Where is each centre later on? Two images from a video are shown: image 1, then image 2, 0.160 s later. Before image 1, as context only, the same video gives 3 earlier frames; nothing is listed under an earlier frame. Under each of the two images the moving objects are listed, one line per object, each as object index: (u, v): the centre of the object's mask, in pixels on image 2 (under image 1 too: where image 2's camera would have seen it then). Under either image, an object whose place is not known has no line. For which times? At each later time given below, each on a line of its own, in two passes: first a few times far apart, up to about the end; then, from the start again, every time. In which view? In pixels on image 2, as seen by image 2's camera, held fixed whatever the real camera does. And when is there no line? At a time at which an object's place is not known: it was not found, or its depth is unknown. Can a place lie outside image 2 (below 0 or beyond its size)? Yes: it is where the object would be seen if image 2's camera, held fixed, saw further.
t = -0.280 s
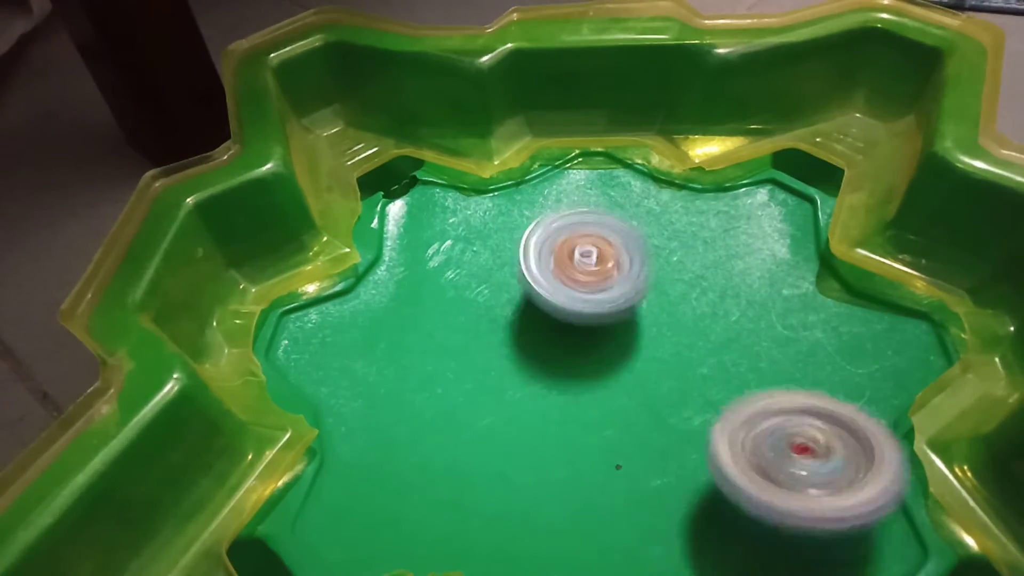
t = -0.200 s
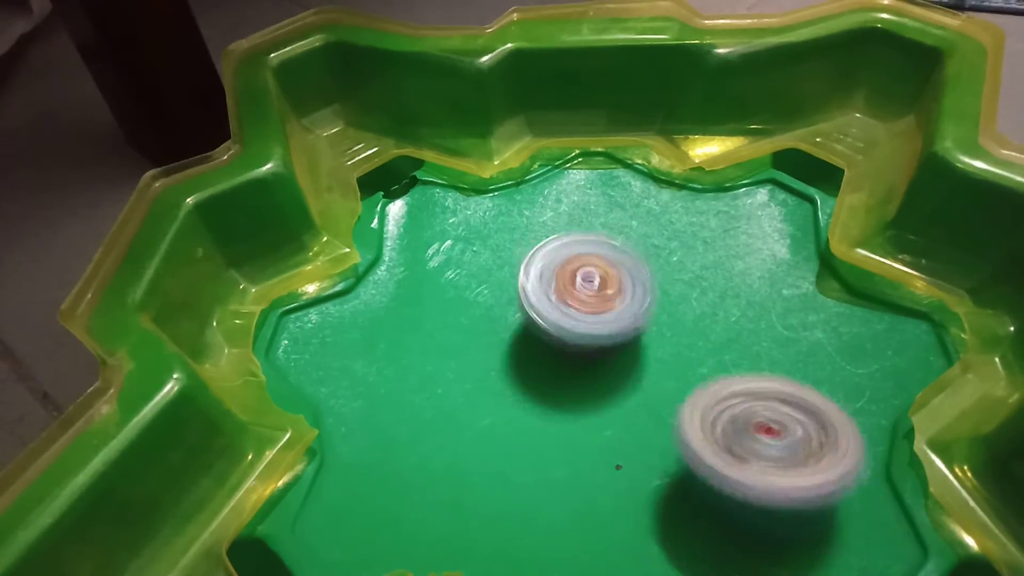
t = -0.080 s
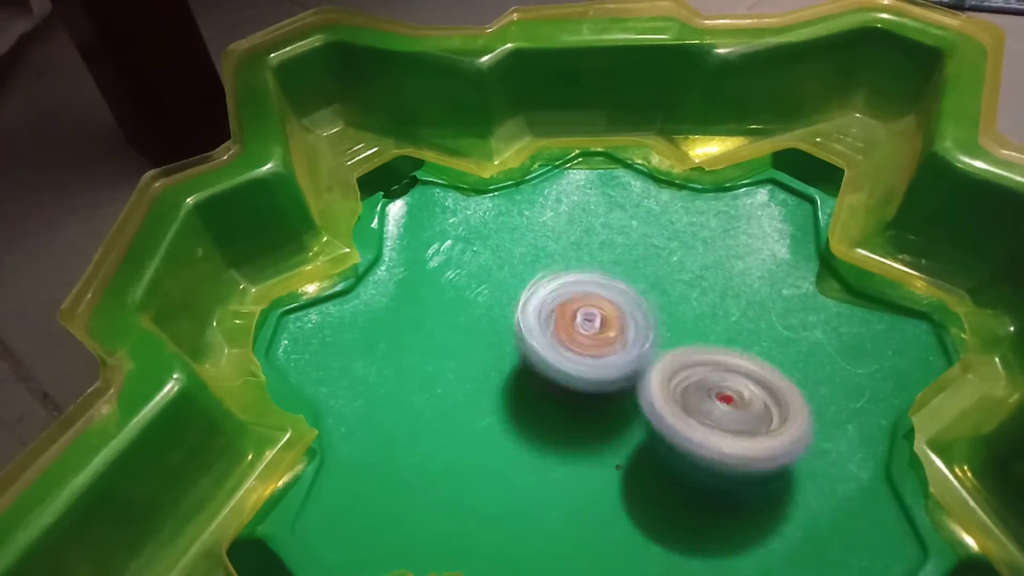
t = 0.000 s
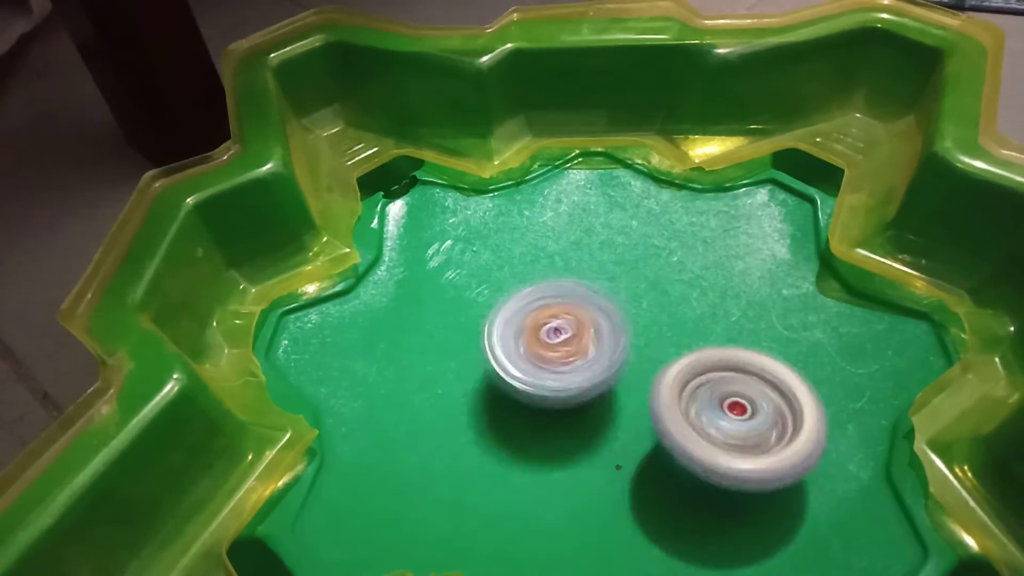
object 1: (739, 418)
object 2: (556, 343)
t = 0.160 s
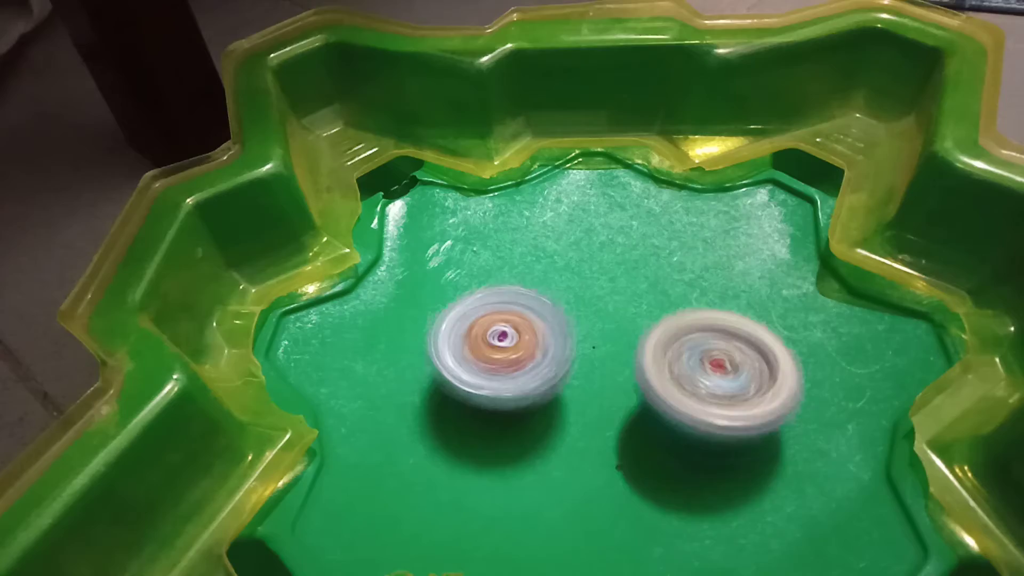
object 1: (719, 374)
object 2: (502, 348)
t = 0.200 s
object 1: (713, 360)
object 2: (492, 345)
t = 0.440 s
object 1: (678, 292)
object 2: (515, 328)
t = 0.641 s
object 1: (715, 244)
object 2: (471, 355)
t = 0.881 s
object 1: (764, 223)
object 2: (435, 418)
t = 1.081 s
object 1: (729, 251)
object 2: (486, 430)
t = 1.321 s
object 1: (662, 282)
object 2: (580, 400)
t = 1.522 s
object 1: (660, 245)
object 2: (560, 433)
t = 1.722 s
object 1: (635, 208)
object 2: (546, 407)
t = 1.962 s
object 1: (597, 208)
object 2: (597, 349)
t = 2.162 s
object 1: (567, 218)
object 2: (635, 367)
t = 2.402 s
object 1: (537, 265)
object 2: (620, 393)
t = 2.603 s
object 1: (509, 287)
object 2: (594, 404)
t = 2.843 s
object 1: (455, 310)
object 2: (583, 385)
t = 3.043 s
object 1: (424, 330)
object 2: (629, 372)
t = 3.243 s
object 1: (465, 352)
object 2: (653, 365)
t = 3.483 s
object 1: (464, 371)
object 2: (666, 338)
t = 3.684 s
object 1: (494, 384)
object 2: (673, 303)
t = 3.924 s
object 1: (548, 395)
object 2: (637, 281)
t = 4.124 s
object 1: (569, 421)
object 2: (604, 275)
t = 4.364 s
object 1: (614, 435)
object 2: (585, 306)
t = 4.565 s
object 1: (633, 522)
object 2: (554, 246)
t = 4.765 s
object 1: (637, 485)
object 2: (548, 249)
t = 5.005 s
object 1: (592, 406)
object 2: (548, 258)
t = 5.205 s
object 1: (563, 391)
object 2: (554, 260)
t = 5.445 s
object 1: (592, 384)
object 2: (568, 265)
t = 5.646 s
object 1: (586, 412)
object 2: (588, 283)
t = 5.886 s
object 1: (594, 443)
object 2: (591, 305)
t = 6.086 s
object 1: (581, 428)
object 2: (587, 307)
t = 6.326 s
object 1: (596, 420)
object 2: (584, 301)
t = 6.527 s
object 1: (608, 416)
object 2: (581, 303)
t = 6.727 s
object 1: (605, 413)
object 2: (580, 303)
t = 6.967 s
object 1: (605, 413)
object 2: (580, 303)
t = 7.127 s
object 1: (605, 413)
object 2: (580, 303)
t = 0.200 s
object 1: (713, 360)
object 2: (492, 345)
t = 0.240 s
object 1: (707, 349)
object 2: (488, 341)
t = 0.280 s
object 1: (702, 336)
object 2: (487, 338)
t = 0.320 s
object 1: (695, 325)
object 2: (489, 334)
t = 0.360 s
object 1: (690, 314)
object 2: (496, 329)
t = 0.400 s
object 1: (684, 302)
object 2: (504, 327)
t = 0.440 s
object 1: (678, 292)
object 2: (515, 328)
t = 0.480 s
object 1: (674, 281)
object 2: (530, 329)
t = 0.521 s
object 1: (685, 268)
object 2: (524, 341)
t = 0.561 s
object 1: (703, 257)
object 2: (498, 336)
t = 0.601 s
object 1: (711, 250)
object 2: (478, 346)
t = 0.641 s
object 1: (715, 244)
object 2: (471, 355)
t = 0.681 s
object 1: (719, 239)
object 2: (462, 361)
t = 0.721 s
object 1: (724, 233)
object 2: (453, 374)
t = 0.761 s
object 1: (734, 228)
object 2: (446, 383)
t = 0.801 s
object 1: (744, 224)
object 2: (441, 395)
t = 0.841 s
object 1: (756, 222)
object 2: (436, 408)
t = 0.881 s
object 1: (764, 223)
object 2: (435, 418)
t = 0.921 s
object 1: (759, 225)
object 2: (437, 422)
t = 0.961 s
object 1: (753, 231)
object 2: (443, 426)
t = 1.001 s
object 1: (747, 237)
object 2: (453, 429)
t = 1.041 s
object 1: (738, 245)
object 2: (467, 432)
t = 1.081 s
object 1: (729, 251)
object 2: (486, 430)
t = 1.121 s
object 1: (719, 258)
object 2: (503, 428)
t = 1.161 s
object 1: (707, 265)
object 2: (522, 425)
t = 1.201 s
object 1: (697, 270)
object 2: (535, 419)
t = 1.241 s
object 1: (685, 276)
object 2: (549, 414)
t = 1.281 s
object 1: (674, 279)
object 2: (565, 407)
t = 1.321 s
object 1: (662, 282)
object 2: (580, 400)
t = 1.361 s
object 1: (652, 282)
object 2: (585, 401)
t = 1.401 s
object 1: (660, 264)
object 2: (577, 418)
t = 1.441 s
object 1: (666, 251)
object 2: (573, 421)
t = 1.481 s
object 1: (665, 247)
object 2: (567, 429)
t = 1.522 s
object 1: (660, 245)
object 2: (560, 433)
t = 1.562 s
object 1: (653, 238)
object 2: (552, 433)
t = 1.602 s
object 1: (646, 232)
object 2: (546, 430)
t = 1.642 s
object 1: (642, 225)
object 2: (544, 426)
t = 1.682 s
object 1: (638, 216)
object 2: (542, 417)
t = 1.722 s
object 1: (635, 208)
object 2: (546, 407)
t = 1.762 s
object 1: (630, 201)
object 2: (552, 398)
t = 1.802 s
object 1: (624, 195)
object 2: (560, 387)
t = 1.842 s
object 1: (617, 193)
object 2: (569, 378)
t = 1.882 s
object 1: (610, 195)
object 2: (579, 367)
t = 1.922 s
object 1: (603, 200)
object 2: (586, 360)
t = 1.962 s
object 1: (597, 208)
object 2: (597, 349)
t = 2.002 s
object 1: (592, 216)
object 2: (603, 343)
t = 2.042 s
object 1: (588, 217)
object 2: (614, 343)
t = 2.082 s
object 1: (583, 213)
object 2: (621, 352)
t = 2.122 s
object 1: (575, 214)
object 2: (630, 359)
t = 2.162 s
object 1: (567, 218)
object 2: (635, 367)
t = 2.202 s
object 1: (561, 224)
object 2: (638, 373)
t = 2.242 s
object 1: (554, 231)
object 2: (639, 379)
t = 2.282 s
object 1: (550, 239)
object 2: (636, 385)
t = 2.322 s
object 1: (546, 248)
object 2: (634, 392)
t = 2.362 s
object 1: (536, 255)
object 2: (628, 394)
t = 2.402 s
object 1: (537, 265)
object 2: (620, 393)
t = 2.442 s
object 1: (532, 270)
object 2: (610, 390)
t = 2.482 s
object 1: (527, 277)
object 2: (602, 386)
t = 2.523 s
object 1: (521, 279)
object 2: (597, 388)
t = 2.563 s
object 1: (517, 280)
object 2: (598, 397)
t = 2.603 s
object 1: (509, 287)
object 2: (594, 404)
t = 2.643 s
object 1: (498, 290)
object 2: (593, 404)
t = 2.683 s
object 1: (488, 294)
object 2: (589, 404)
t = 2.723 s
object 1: (480, 299)
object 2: (587, 401)
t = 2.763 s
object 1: (471, 301)
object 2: (584, 398)
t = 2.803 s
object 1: (462, 306)
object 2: (583, 392)
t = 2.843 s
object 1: (455, 310)
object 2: (583, 385)
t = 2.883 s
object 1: (446, 317)
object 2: (587, 379)
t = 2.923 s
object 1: (438, 319)
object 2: (599, 376)
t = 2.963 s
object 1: (433, 322)
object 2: (610, 374)
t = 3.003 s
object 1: (426, 326)
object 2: (619, 373)
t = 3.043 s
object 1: (424, 330)
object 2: (629, 372)
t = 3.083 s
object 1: (427, 336)
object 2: (636, 370)
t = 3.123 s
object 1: (435, 339)
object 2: (644, 370)
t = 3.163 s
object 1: (442, 344)
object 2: (649, 368)
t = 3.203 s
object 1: (455, 348)
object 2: (653, 367)
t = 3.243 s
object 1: (465, 352)
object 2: (653, 365)
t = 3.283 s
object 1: (474, 355)
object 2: (654, 363)
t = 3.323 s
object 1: (484, 357)
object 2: (651, 358)
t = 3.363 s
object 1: (483, 355)
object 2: (653, 357)
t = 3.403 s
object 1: (474, 360)
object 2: (657, 349)
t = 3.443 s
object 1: (468, 365)
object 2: (660, 346)
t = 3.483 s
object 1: (464, 371)
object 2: (666, 338)
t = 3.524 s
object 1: (464, 377)
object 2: (672, 327)
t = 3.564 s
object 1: (469, 382)
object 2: (675, 322)
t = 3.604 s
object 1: (476, 383)
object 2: (677, 314)
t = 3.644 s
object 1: (487, 386)
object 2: (674, 307)
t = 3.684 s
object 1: (494, 384)
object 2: (673, 303)
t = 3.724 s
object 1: (510, 385)
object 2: (670, 297)
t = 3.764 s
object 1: (519, 386)
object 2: (664, 293)
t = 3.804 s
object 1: (527, 386)
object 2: (659, 290)
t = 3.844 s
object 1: (538, 385)
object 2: (650, 288)
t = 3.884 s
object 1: (549, 386)
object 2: (646, 288)
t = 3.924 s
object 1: (548, 395)
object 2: (637, 281)
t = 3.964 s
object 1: (546, 398)
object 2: (629, 278)
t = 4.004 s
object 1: (555, 399)
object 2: (625, 279)
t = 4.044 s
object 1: (561, 406)
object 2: (623, 277)
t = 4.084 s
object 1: (566, 416)
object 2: (617, 274)
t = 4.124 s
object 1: (569, 421)
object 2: (604, 275)
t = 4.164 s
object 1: (575, 429)
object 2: (593, 281)
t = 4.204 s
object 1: (581, 435)
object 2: (588, 285)
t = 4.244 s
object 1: (590, 443)
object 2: (586, 289)
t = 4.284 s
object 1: (599, 443)
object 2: (584, 293)
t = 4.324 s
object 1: (606, 442)
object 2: (583, 300)
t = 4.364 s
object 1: (614, 435)
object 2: (585, 306)
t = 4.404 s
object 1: (616, 447)
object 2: (585, 310)
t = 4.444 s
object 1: (623, 481)
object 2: (573, 290)
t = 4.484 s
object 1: (631, 506)
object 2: (566, 264)
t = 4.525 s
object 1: (635, 517)
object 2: (562, 254)
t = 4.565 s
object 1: (633, 522)
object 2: (554, 246)
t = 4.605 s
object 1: (629, 519)
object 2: (550, 242)
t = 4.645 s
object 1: (632, 511)
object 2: (545, 242)
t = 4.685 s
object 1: (638, 504)
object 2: (542, 246)
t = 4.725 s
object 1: (640, 496)
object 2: (546, 247)
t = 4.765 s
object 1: (637, 485)
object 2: (548, 249)
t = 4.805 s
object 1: (629, 469)
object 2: (548, 250)
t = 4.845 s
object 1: (619, 449)
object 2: (551, 256)
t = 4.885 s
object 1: (609, 426)
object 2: (552, 262)
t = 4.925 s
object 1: (601, 401)
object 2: (553, 273)
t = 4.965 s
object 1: (598, 397)
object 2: (552, 275)
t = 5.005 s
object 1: (592, 406)
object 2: (548, 258)
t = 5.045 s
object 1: (584, 411)
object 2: (546, 247)
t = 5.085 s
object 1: (574, 408)
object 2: (543, 246)
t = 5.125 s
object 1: (565, 403)
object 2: (543, 249)
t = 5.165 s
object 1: (557, 395)
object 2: (546, 254)
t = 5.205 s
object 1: (563, 391)
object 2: (554, 260)
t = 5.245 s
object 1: (571, 386)
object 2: (562, 264)
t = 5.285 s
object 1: (578, 385)
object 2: (566, 266)
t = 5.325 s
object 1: (583, 383)
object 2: (566, 267)
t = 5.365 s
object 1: (584, 383)
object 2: (565, 264)
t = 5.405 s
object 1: (593, 384)
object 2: (564, 266)
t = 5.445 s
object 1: (592, 384)
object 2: (568, 265)
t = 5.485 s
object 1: (593, 387)
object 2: (570, 269)
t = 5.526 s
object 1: (590, 387)
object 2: (575, 273)
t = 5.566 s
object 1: (587, 385)
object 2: (578, 275)
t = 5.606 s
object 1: (585, 398)
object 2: (586, 277)
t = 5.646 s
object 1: (586, 412)
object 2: (588, 283)
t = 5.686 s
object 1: (593, 420)
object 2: (590, 287)
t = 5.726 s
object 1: (594, 427)
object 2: (592, 291)
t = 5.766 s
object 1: (599, 437)
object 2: (593, 294)
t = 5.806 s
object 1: (601, 441)
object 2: (593, 298)
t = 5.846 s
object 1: (598, 445)
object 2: (593, 302)
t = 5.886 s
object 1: (594, 443)
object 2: (591, 305)
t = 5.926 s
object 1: (590, 438)
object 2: (589, 308)
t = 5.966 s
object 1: (584, 432)
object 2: (587, 310)
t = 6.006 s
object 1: (579, 427)
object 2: (587, 310)
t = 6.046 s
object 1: (579, 428)
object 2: (587, 309)
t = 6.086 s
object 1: (581, 428)
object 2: (587, 307)
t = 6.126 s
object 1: (581, 428)
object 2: (586, 305)
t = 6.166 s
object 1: (581, 425)
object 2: (585, 303)
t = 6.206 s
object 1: (585, 423)
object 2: (585, 302)
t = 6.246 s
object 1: (589, 419)
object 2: (585, 301)
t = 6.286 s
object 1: (592, 420)
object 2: (584, 301)
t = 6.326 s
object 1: (596, 420)
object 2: (584, 301)
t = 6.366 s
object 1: (602, 418)
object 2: (583, 301)
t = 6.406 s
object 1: (605, 419)
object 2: (582, 301)
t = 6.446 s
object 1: (609, 419)
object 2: (582, 302)
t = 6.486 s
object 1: (610, 418)
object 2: (581, 302)
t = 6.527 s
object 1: (608, 416)
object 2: (581, 303)
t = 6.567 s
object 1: (606, 414)
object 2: (581, 303)
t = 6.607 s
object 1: (604, 413)
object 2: (580, 303)
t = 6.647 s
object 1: (605, 413)
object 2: (580, 303)
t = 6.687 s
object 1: (605, 413)
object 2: (580, 303)
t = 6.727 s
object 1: (605, 413)
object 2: (580, 303)
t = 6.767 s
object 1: (605, 413)
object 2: (580, 303)
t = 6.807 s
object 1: (605, 413)
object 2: (580, 303)
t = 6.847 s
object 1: (605, 413)
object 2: (580, 303)
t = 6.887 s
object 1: (605, 412)
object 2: (580, 303)
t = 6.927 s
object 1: (605, 413)
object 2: (580, 302)
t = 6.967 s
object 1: (605, 413)
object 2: (580, 303)
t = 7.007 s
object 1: (605, 413)
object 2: (580, 303)
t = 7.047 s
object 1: (605, 413)
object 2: (580, 303)
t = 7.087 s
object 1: (605, 413)
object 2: (580, 303)
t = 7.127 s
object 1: (605, 413)
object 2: (580, 303)
